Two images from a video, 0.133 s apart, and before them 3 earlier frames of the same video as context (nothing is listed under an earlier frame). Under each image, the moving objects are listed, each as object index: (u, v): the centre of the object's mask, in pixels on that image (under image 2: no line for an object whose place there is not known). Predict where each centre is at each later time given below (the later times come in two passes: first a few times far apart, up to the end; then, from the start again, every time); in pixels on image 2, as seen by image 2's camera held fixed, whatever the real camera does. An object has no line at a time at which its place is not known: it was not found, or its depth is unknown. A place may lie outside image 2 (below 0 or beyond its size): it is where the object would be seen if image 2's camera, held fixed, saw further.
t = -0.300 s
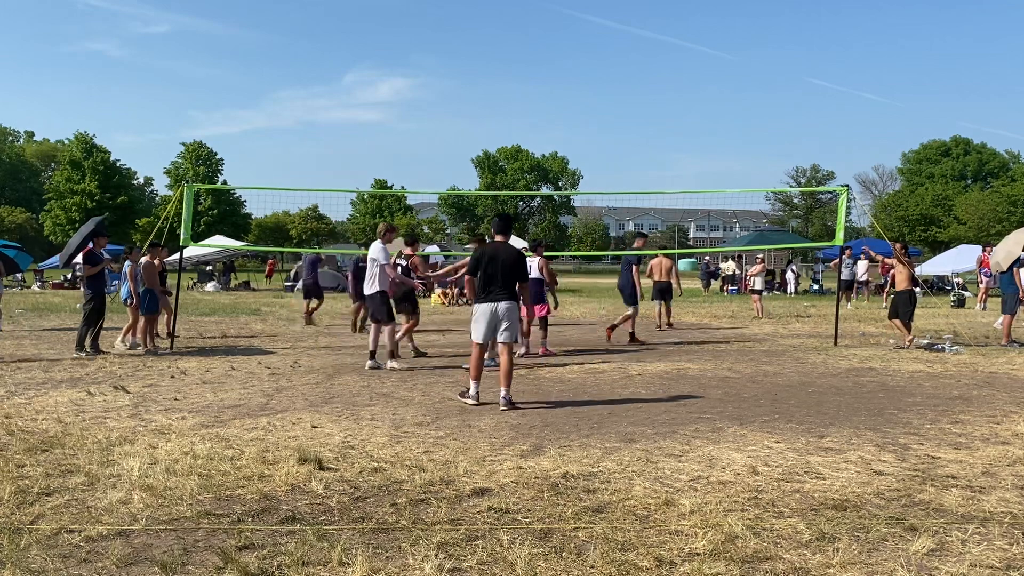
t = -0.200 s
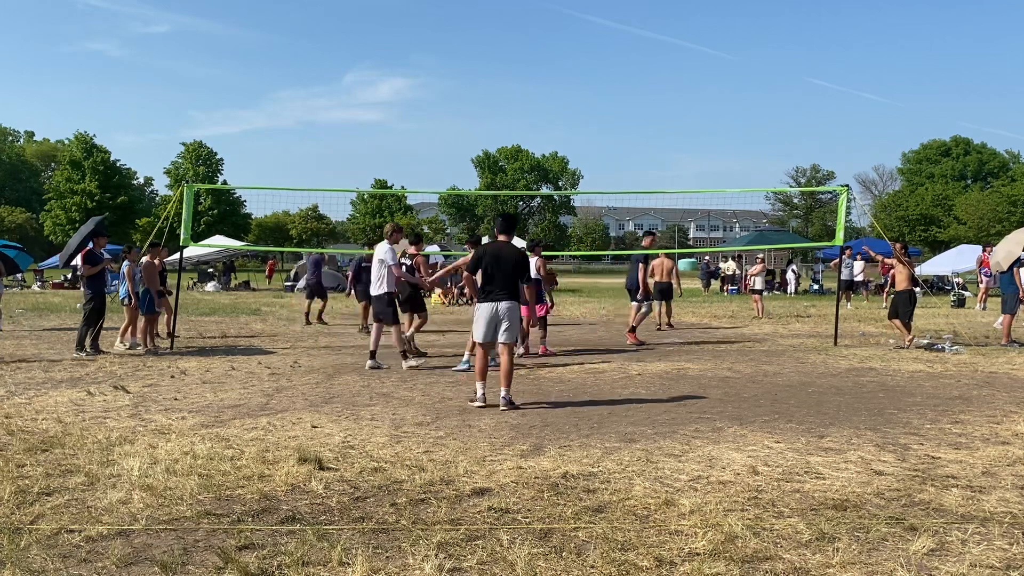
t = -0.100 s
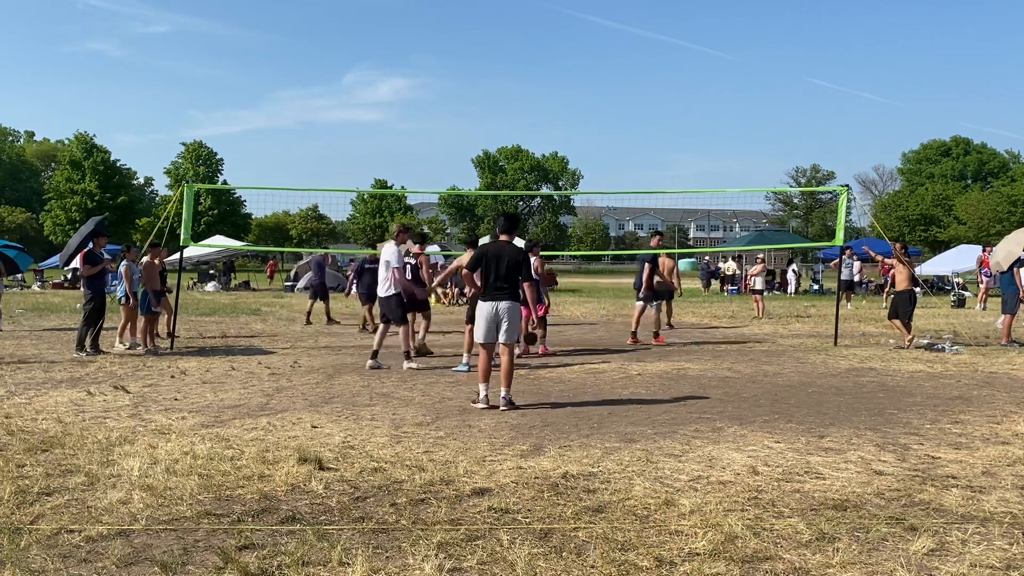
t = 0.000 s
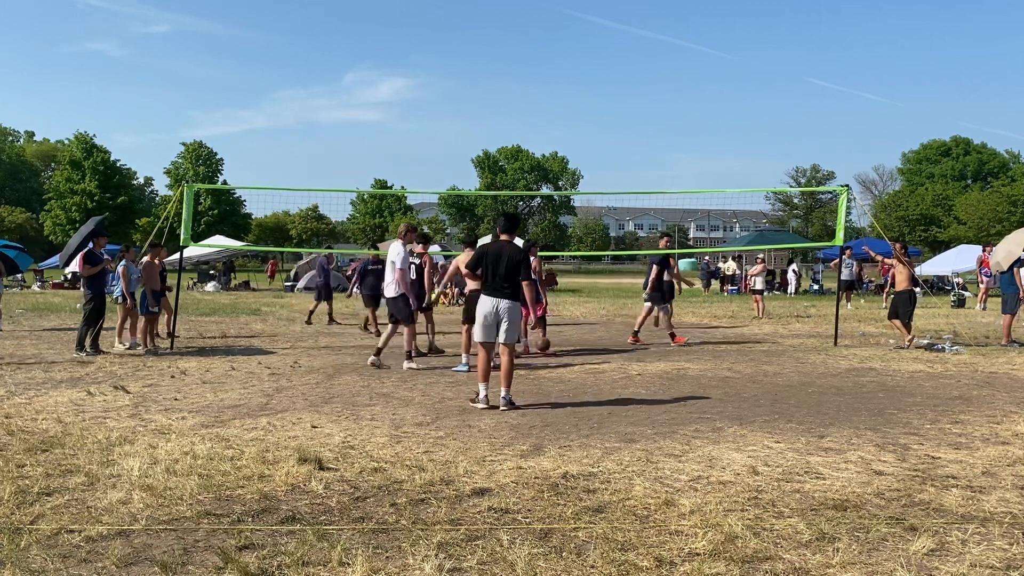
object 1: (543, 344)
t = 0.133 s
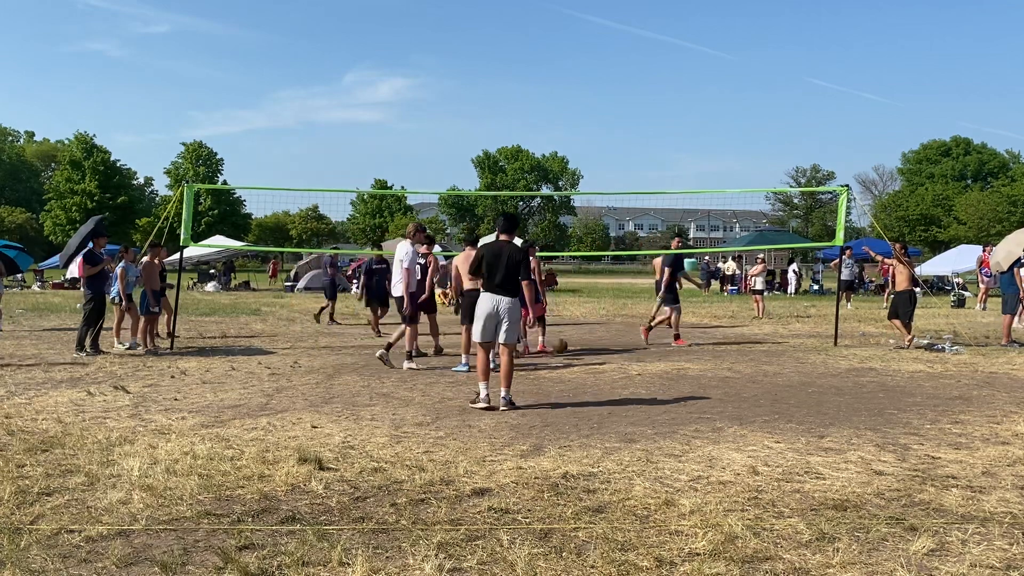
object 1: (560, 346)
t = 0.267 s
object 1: (578, 345)
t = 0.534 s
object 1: (615, 345)
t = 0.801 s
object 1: (652, 357)
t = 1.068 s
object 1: (696, 365)
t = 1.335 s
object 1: (742, 372)
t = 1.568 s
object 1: (788, 379)
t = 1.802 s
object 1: (833, 382)
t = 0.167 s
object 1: (565, 344)
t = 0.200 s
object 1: (569, 344)
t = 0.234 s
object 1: (574, 344)
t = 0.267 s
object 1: (578, 345)
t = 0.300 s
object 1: (584, 347)
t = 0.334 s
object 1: (587, 350)
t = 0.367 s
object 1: (591, 354)
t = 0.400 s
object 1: (596, 354)
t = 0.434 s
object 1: (601, 350)
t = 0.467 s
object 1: (605, 348)
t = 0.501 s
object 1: (610, 346)
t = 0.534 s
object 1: (615, 345)
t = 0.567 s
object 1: (620, 345)
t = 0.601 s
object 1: (624, 345)
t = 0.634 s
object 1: (630, 348)
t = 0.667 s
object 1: (633, 350)
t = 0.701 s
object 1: (638, 353)
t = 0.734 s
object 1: (642, 358)
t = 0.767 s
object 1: (647, 359)
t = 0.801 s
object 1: (652, 357)
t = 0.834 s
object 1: (658, 356)
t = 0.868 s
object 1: (664, 356)
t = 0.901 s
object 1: (669, 356)
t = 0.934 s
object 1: (674, 357)
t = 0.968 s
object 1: (679, 359)
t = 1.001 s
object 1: (685, 361)
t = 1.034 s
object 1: (690, 366)
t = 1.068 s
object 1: (696, 365)
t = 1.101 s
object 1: (701, 363)
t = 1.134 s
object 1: (707, 363)
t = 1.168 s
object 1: (713, 364)
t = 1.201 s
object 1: (719, 366)
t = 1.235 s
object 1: (725, 368)
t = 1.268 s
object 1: (731, 372)
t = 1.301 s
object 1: (736, 372)
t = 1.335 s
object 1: (742, 372)
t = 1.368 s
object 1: (747, 373)
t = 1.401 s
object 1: (755, 375)
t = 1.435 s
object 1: (761, 375)
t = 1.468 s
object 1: (767, 375)
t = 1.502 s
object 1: (774, 377)
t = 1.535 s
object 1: (781, 378)
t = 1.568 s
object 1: (788, 379)
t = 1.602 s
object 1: (795, 380)
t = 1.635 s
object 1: (801, 381)
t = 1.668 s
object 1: (808, 381)
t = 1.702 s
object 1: (814, 380)
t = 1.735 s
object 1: (821, 380)
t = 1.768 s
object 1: (827, 381)
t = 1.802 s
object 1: (833, 382)
